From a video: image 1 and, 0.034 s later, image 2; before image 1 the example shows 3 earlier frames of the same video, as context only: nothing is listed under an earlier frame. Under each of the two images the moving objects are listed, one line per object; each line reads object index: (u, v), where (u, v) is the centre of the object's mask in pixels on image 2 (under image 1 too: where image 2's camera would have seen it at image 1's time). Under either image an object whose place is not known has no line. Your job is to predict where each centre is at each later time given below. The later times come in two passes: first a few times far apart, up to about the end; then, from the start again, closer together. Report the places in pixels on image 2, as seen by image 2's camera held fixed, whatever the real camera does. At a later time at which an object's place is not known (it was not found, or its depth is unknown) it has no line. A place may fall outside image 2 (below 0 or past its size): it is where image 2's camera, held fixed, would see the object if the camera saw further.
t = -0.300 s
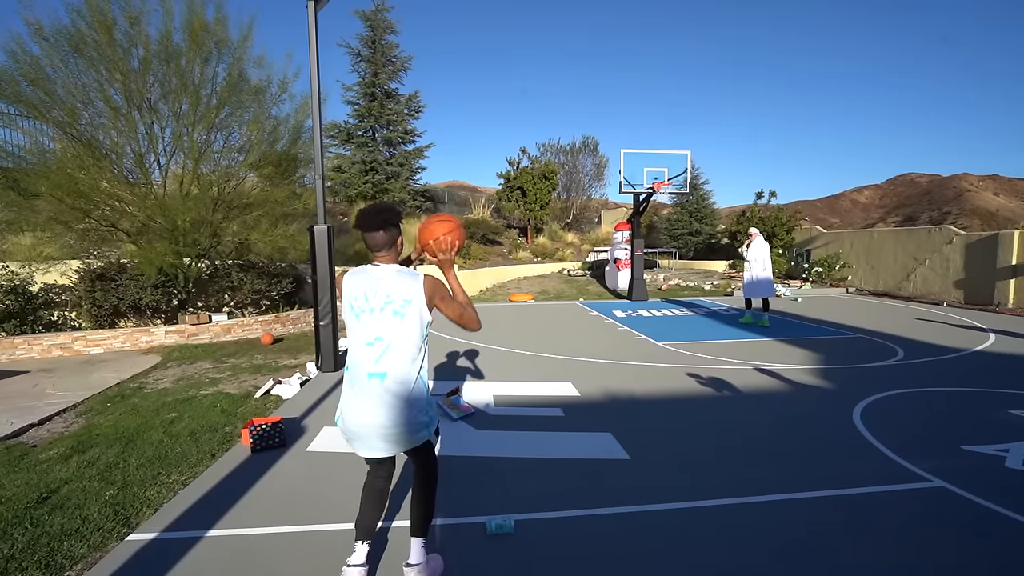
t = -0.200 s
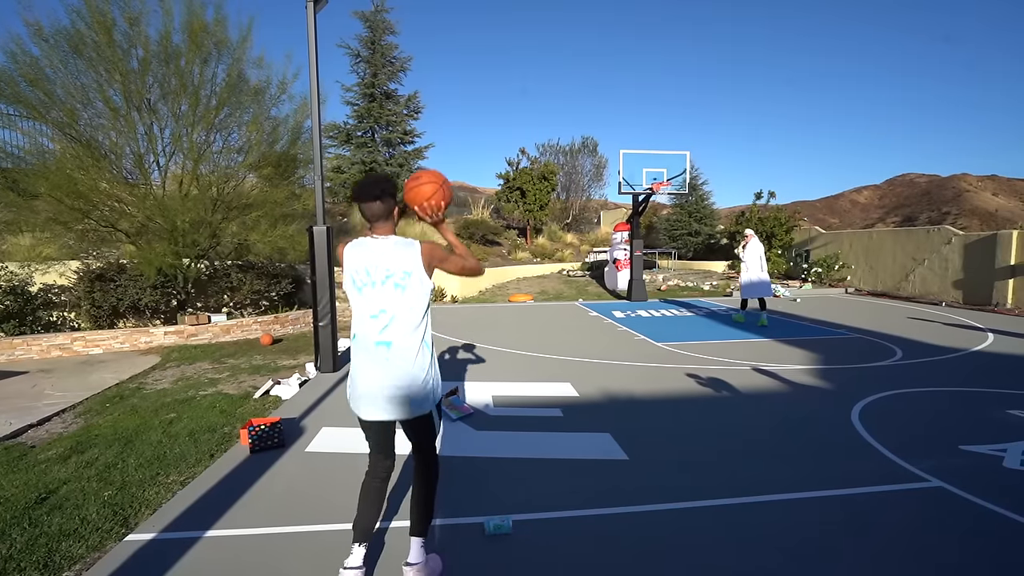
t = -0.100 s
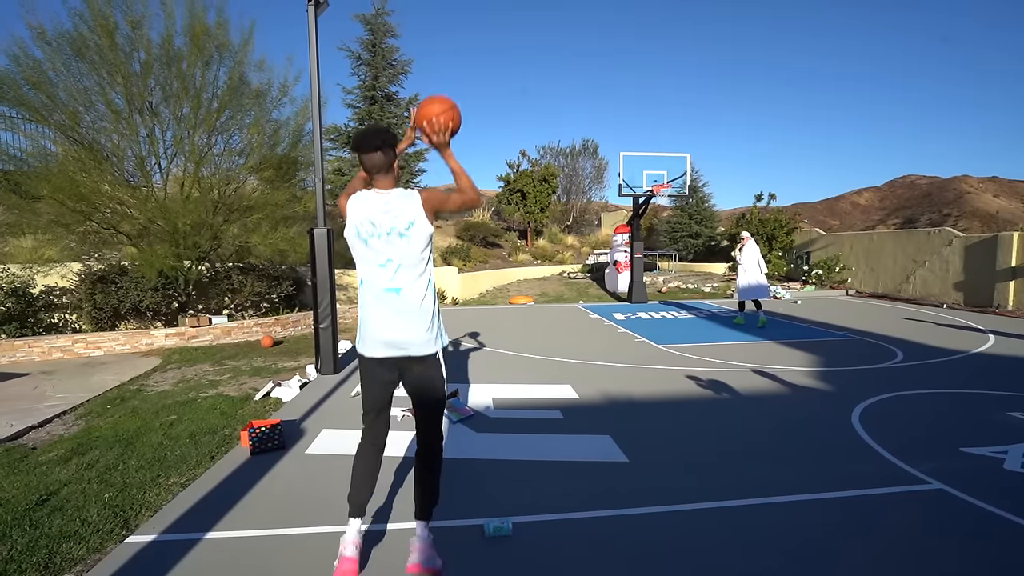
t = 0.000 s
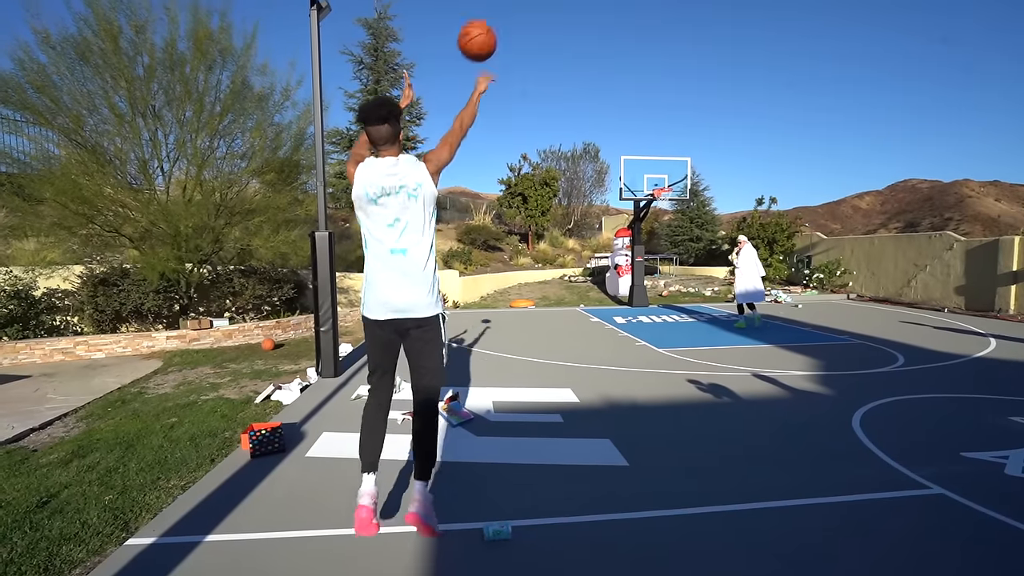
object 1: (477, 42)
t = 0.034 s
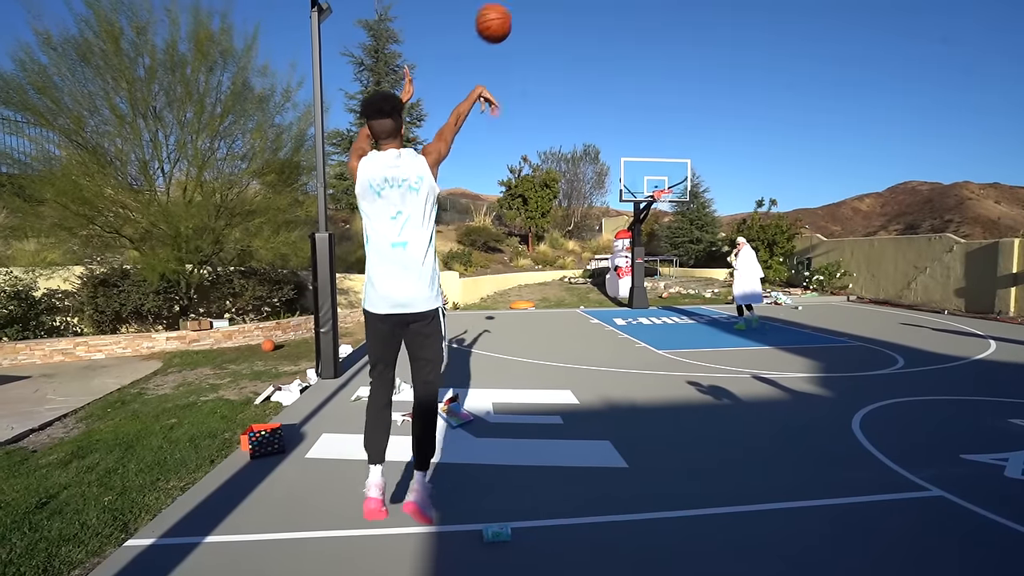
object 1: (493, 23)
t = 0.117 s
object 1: (526, 0)
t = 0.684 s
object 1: (617, 9)
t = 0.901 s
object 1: (632, 55)
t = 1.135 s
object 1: (644, 114)
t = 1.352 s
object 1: (652, 174)
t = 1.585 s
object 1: (657, 159)
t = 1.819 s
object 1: (669, 140)
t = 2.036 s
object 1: (682, 142)
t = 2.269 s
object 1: (696, 166)
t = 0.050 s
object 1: (501, 16)
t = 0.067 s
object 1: (508, 11)
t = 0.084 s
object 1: (514, 7)
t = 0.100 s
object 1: (520, 4)
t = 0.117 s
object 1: (526, 0)
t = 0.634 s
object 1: (613, 0)
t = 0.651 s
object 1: (614, 3)
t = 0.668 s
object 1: (616, 6)
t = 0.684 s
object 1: (617, 9)
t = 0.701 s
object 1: (619, 12)
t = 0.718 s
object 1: (620, 15)
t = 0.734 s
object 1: (621, 19)
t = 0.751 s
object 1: (623, 23)
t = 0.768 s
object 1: (624, 26)
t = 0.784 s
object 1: (625, 29)
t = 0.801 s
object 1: (626, 33)
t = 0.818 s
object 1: (627, 36)
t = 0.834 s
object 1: (628, 40)
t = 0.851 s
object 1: (629, 44)
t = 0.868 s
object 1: (630, 48)
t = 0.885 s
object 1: (632, 51)
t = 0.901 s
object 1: (632, 55)
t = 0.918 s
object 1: (633, 59)
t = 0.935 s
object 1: (634, 63)
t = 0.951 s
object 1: (635, 67)
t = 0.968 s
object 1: (636, 71)
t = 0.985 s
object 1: (637, 76)
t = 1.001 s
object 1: (638, 80)
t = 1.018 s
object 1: (639, 84)
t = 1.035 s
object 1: (640, 88)
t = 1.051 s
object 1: (640, 92)
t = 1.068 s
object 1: (641, 97)
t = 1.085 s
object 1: (642, 101)
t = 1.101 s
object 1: (643, 105)
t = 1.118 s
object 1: (643, 110)
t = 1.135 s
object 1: (644, 114)
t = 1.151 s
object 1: (645, 119)
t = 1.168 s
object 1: (645, 123)
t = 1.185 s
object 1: (646, 128)
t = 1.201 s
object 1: (647, 132)
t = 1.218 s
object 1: (647, 137)
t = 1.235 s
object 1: (648, 142)
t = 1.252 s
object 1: (649, 146)
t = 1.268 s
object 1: (649, 151)
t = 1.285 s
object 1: (650, 155)
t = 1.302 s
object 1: (650, 160)
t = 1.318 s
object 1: (651, 165)
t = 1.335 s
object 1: (651, 169)
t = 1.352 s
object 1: (652, 174)
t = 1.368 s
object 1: (652, 179)
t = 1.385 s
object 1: (653, 184)
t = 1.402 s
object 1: (653, 187)
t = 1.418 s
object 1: (653, 185)
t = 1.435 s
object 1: (653, 182)
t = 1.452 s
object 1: (653, 179)
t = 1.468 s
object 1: (653, 176)
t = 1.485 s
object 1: (654, 173)
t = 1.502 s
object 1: (654, 170)
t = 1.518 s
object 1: (654, 168)
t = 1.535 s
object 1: (654, 166)
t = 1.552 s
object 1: (655, 163)
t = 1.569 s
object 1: (656, 161)
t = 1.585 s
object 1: (657, 159)
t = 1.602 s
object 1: (658, 157)
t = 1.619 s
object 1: (658, 155)
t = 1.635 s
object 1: (659, 154)
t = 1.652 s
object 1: (660, 152)
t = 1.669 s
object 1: (661, 150)
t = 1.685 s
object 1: (662, 148)
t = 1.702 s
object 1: (663, 147)
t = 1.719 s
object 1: (664, 146)
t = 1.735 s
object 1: (665, 145)
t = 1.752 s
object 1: (666, 143)
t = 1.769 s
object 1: (667, 142)
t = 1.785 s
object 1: (668, 142)
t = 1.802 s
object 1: (669, 141)
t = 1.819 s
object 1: (669, 140)
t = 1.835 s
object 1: (670, 139)
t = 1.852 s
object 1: (671, 139)
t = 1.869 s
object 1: (672, 139)
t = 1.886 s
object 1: (673, 138)
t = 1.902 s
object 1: (674, 138)
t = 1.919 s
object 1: (675, 138)
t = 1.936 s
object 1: (676, 138)
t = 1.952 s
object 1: (677, 139)
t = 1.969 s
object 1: (678, 139)
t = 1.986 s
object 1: (679, 140)
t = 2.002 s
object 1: (680, 140)
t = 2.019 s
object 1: (681, 141)
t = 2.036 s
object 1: (682, 142)
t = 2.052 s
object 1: (683, 143)
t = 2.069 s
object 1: (684, 144)
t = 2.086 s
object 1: (685, 145)
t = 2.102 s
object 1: (686, 146)
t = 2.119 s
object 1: (687, 148)
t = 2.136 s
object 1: (688, 149)
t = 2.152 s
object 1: (689, 151)
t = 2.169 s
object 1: (690, 153)
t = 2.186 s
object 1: (691, 154)
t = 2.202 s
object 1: (692, 156)
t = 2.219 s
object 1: (693, 159)
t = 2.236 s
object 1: (694, 161)
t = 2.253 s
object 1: (695, 163)
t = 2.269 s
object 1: (696, 166)
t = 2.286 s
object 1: (697, 168)
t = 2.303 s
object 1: (698, 171)
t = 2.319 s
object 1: (699, 174)
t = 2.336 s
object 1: (700, 177)
